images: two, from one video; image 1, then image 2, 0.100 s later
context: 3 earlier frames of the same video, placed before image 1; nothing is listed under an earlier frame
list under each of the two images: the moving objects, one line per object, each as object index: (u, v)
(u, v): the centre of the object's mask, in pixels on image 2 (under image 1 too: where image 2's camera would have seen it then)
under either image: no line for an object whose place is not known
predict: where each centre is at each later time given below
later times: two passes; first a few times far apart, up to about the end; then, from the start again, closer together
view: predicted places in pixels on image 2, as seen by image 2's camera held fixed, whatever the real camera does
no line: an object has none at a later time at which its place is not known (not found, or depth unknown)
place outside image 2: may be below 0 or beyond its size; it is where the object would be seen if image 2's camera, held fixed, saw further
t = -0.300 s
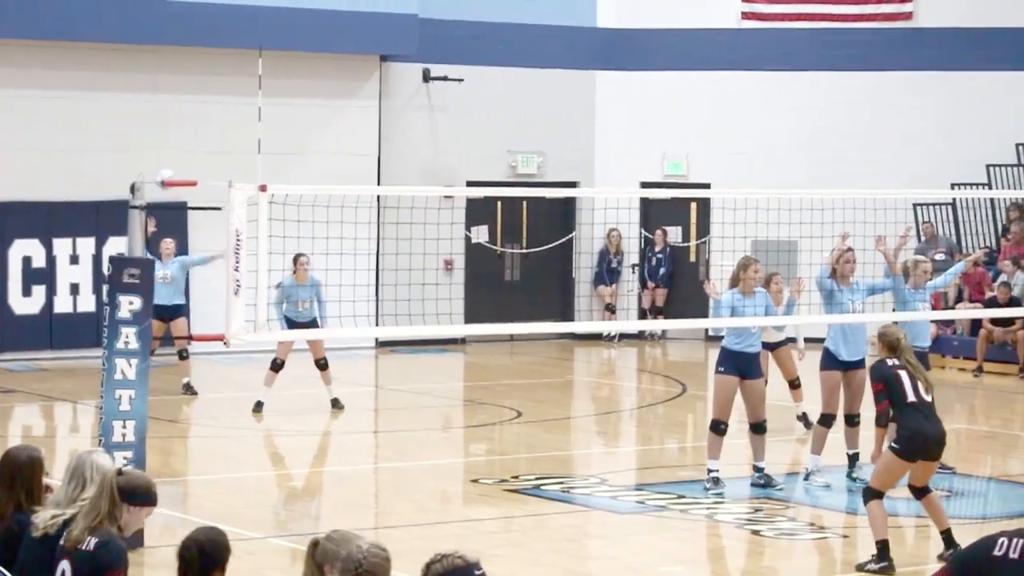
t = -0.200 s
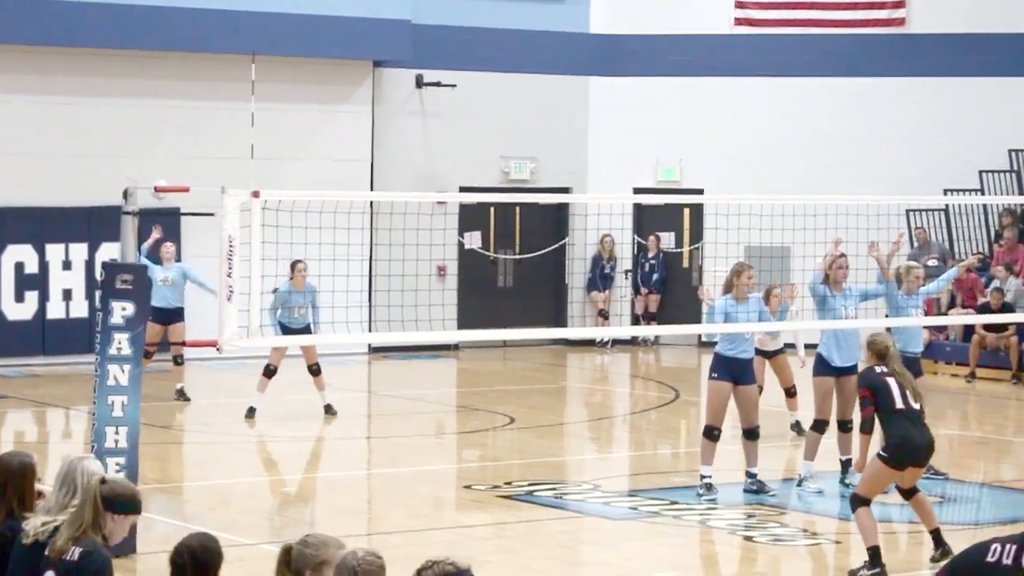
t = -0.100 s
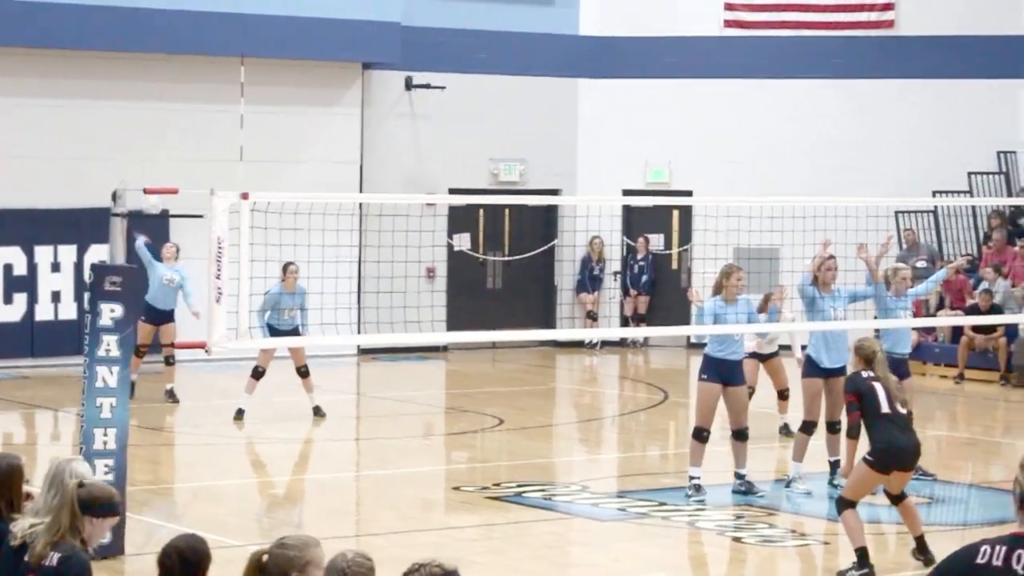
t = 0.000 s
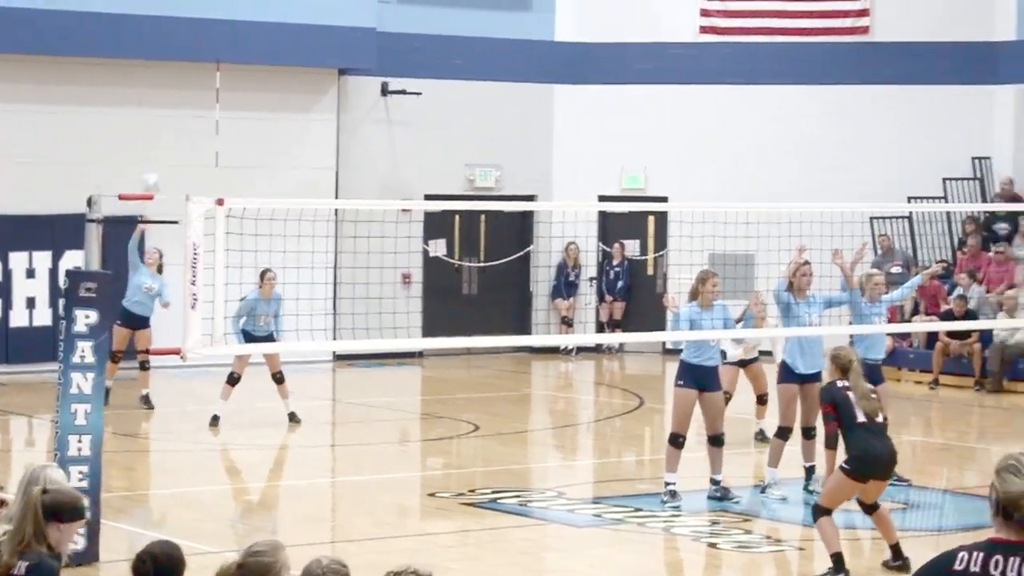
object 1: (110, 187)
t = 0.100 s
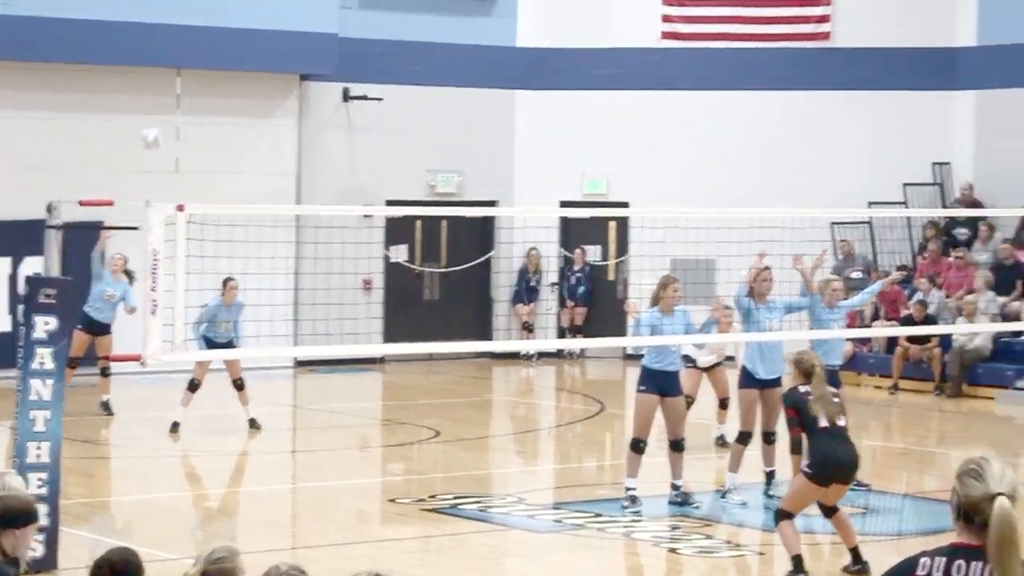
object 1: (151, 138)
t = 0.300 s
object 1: (240, 63)
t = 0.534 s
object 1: (352, 27)
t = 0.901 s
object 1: (547, 76)
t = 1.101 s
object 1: (669, 195)
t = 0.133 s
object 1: (166, 123)
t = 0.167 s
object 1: (181, 108)
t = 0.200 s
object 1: (194, 95)
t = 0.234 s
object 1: (210, 84)
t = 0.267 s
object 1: (225, 73)
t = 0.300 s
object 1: (240, 63)
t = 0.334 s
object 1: (255, 53)
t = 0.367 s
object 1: (270, 45)
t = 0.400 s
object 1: (286, 38)
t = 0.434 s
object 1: (302, 31)
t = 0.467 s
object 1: (318, 25)
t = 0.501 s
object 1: (334, 24)
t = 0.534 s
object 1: (352, 27)
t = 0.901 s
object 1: (547, 76)
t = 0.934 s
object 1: (564, 82)
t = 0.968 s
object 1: (585, 100)
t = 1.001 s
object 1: (606, 120)
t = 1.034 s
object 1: (625, 142)
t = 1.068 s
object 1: (647, 167)
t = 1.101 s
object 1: (669, 195)
